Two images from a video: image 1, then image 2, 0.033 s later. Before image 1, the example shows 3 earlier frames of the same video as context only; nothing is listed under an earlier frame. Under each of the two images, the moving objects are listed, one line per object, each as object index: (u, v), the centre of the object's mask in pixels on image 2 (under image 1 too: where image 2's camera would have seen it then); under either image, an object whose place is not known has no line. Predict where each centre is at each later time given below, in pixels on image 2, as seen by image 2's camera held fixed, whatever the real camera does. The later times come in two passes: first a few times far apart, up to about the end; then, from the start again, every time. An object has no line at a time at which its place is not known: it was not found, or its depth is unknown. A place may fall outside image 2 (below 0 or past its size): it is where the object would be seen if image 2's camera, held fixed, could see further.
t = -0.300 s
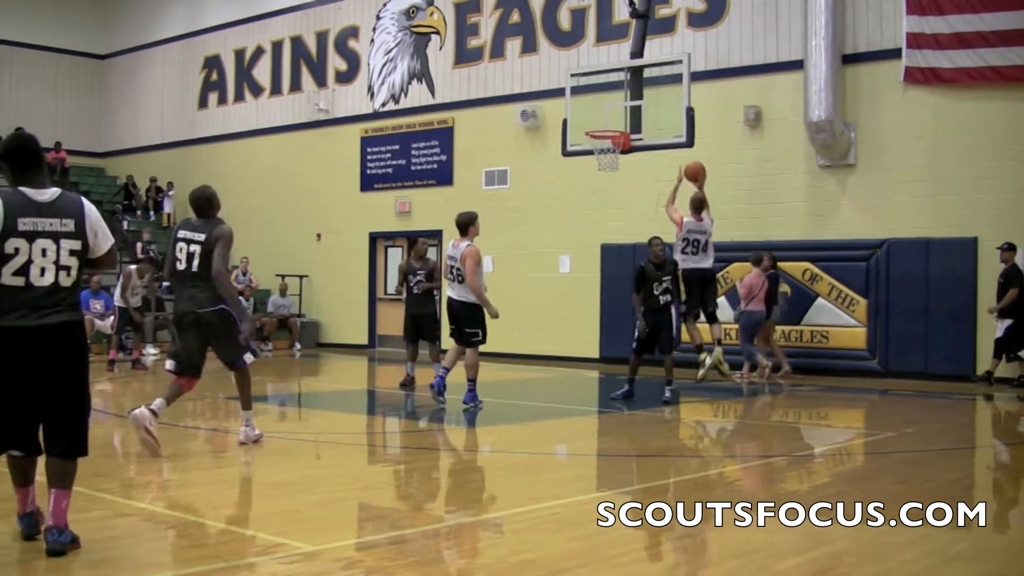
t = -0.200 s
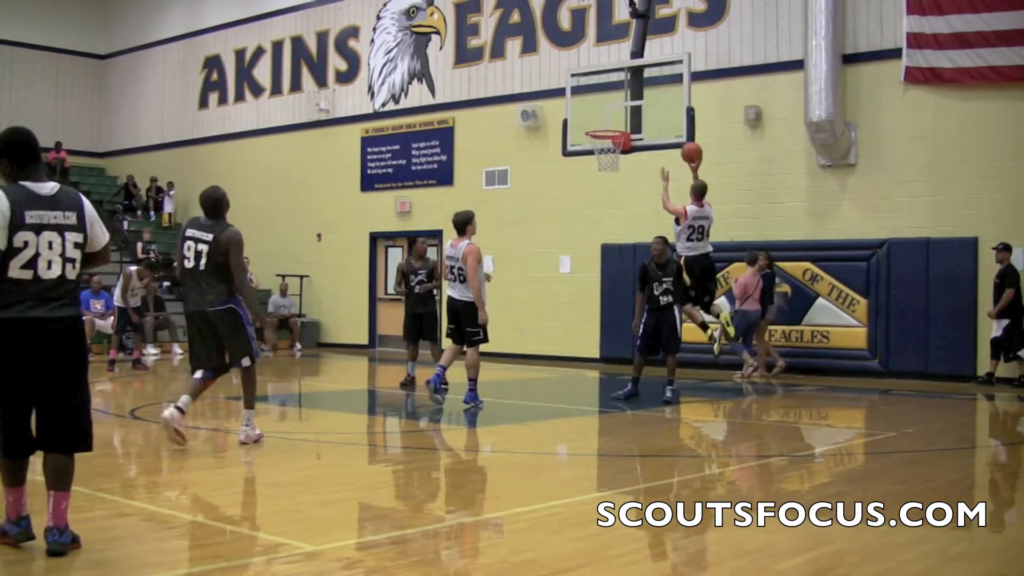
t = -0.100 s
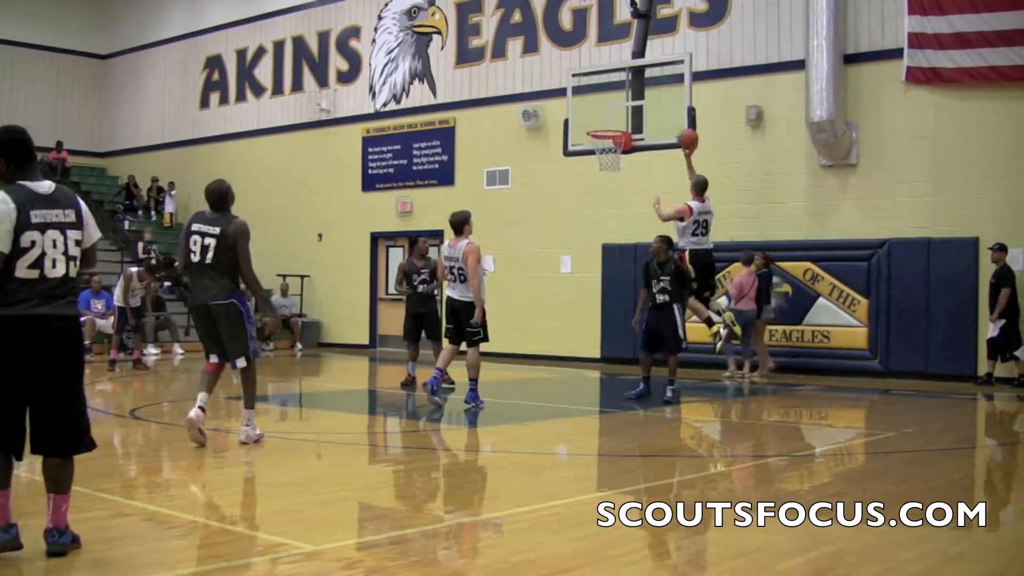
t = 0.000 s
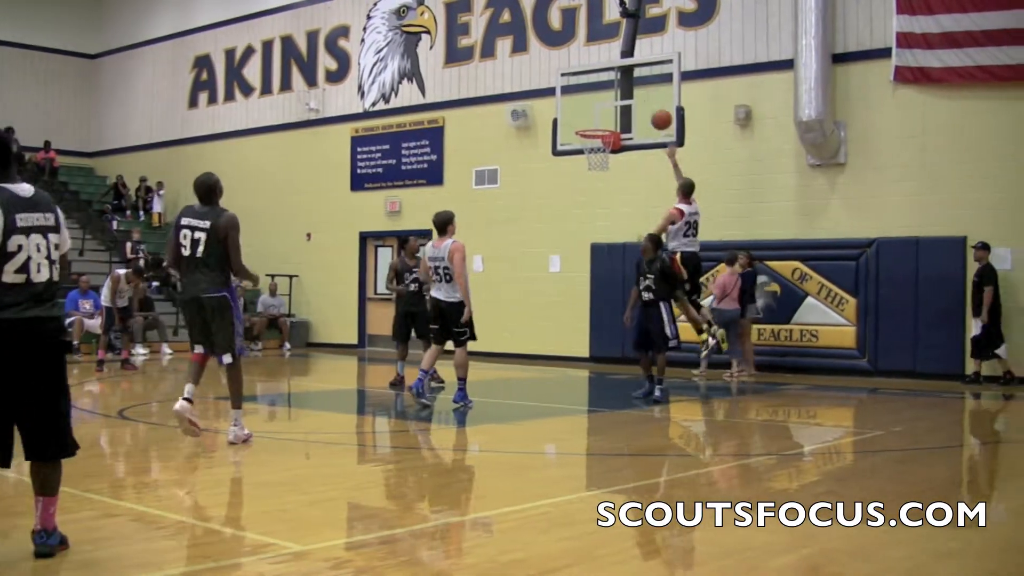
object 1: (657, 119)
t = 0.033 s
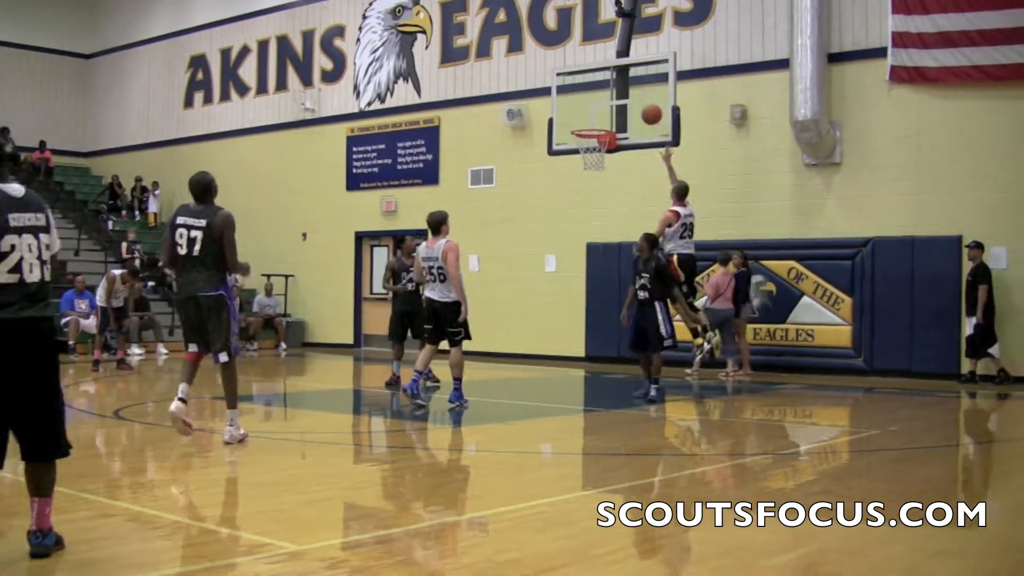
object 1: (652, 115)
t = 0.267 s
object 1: (615, 107)
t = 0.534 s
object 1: (589, 136)
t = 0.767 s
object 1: (602, 164)
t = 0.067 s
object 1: (646, 111)
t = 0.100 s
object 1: (641, 108)
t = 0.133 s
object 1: (636, 106)
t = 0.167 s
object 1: (630, 105)
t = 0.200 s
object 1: (626, 104)
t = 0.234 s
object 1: (620, 106)
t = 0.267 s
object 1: (615, 107)
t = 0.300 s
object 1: (609, 109)
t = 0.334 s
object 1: (604, 112)
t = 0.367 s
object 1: (598, 116)
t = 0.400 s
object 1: (592, 121)
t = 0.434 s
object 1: (587, 126)
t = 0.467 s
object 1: (584, 131)
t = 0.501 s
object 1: (585, 133)
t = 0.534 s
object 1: (589, 136)
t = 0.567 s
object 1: (592, 140)
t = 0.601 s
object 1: (594, 145)
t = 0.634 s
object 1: (597, 147)
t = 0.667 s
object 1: (598, 152)
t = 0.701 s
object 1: (600, 156)
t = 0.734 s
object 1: (602, 161)
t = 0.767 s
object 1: (602, 164)
